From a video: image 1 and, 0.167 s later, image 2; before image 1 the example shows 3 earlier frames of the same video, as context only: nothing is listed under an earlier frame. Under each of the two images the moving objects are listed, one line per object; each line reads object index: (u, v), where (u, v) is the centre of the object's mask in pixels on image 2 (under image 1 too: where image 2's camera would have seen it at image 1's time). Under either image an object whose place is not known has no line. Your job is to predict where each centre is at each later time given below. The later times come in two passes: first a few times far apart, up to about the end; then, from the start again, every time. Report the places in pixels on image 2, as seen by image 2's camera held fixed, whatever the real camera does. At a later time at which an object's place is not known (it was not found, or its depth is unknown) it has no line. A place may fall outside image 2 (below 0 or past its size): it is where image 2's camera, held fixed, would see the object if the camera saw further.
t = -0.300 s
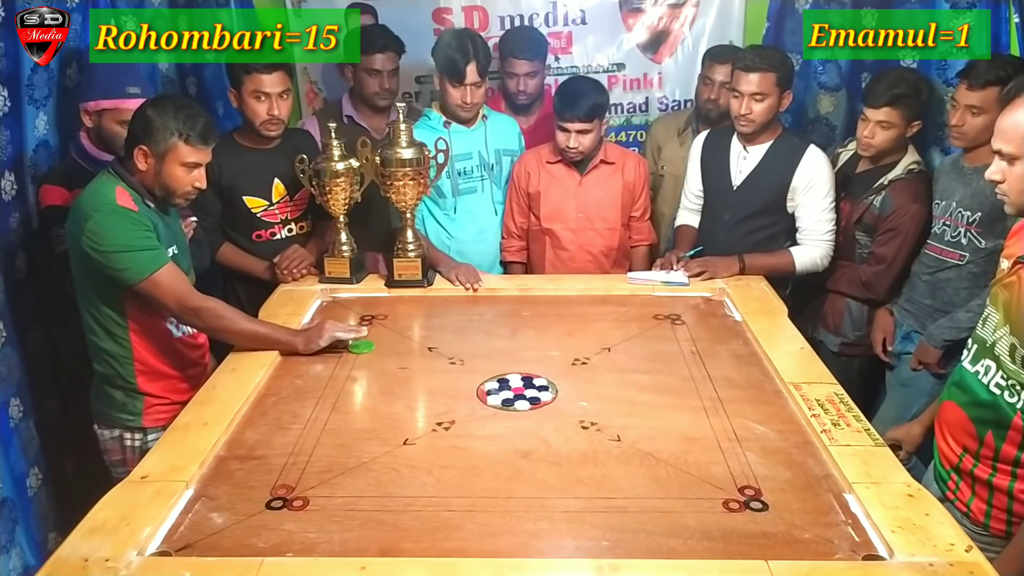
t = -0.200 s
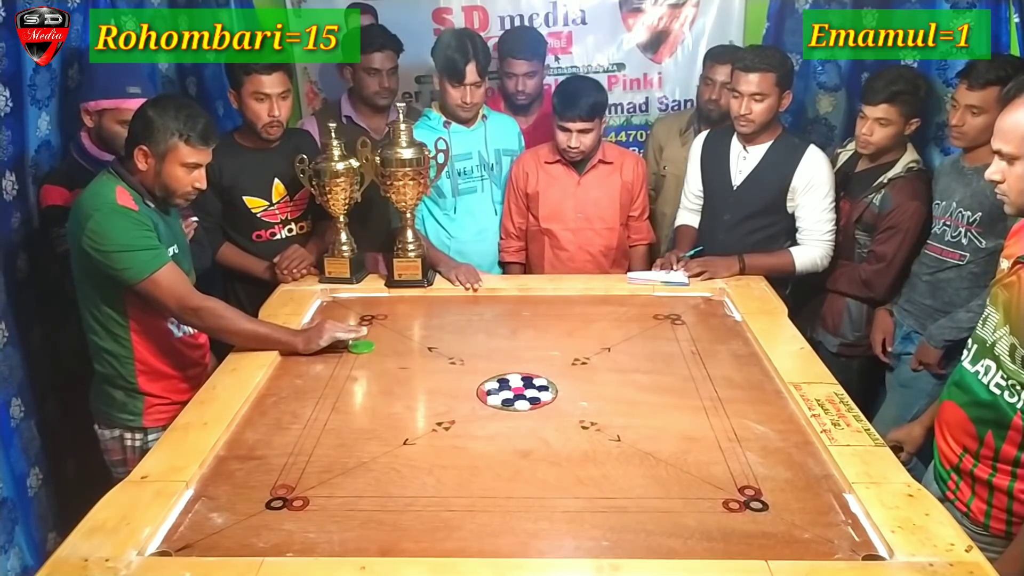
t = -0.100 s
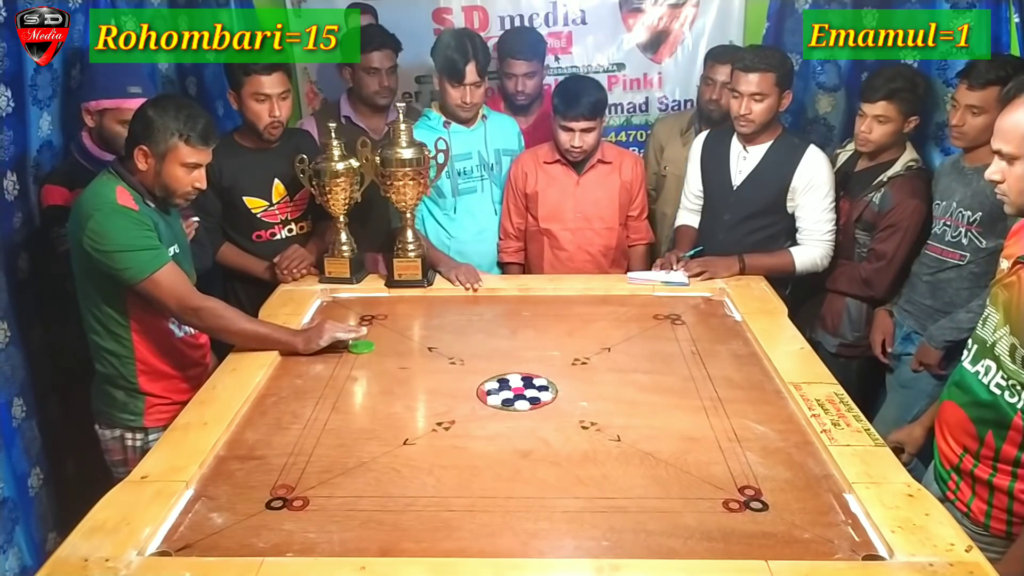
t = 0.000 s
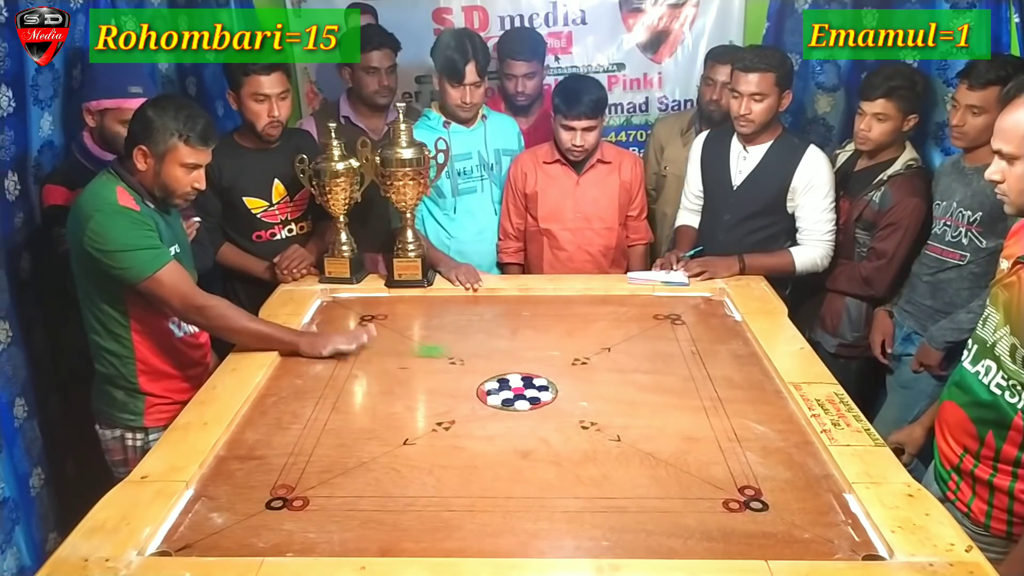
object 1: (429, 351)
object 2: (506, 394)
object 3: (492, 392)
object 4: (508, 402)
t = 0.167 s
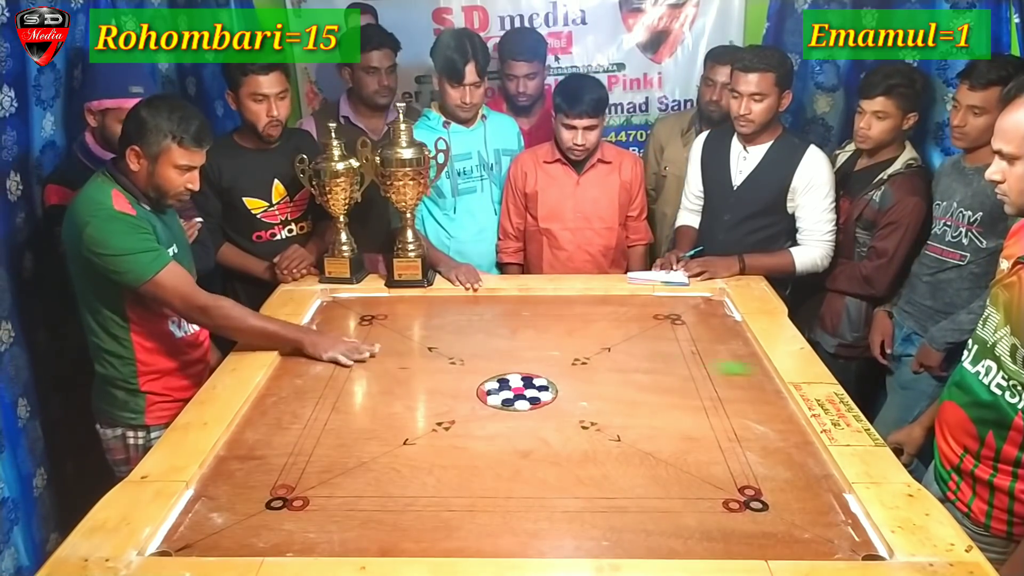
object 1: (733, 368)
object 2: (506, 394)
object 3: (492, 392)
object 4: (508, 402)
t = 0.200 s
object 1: (736, 371)
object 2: (506, 394)
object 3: (492, 392)
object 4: (508, 402)
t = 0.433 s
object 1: (543, 377)
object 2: (454, 408)
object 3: (436, 403)
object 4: (494, 424)
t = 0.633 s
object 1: (513, 371)
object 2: (322, 439)
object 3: (291, 429)
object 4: (459, 477)
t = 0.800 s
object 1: (505, 368)
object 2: (223, 460)
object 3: (258, 446)
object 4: (434, 511)
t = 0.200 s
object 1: (736, 371)
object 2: (506, 394)
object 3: (492, 392)
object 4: (508, 402)
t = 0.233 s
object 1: (698, 373)
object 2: (506, 394)
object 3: (492, 392)
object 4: (508, 402)
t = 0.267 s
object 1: (661, 375)
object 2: (506, 394)
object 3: (492, 392)
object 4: (508, 402)
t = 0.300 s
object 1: (624, 377)
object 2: (506, 394)
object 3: (492, 392)
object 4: (508, 402)
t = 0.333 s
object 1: (587, 378)
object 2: (506, 394)
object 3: (492, 392)
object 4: (508, 402)
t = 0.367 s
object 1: (559, 379)
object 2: (492, 400)
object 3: (484, 394)
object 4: (506, 405)
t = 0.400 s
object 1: (551, 378)
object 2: (477, 403)
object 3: (461, 398)
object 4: (500, 414)
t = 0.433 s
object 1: (543, 377)
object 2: (454, 408)
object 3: (436, 403)
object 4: (494, 424)
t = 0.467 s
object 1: (536, 376)
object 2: (432, 413)
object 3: (411, 408)
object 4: (488, 433)
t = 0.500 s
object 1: (530, 374)
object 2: (409, 419)
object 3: (387, 412)
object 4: (482, 442)
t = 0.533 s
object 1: (525, 373)
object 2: (386, 424)
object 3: (362, 416)
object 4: (476, 451)
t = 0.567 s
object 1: (520, 372)
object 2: (365, 429)
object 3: (338, 421)
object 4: (471, 460)
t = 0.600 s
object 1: (516, 371)
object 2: (343, 434)
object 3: (314, 425)
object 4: (465, 469)
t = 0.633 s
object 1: (513, 371)
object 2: (322, 439)
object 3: (291, 429)
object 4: (459, 477)
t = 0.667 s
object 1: (510, 370)
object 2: (301, 443)
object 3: (269, 432)
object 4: (453, 485)
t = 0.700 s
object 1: (508, 369)
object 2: (281, 448)
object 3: (246, 436)
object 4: (448, 493)
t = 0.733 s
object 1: (506, 369)
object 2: (261, 452)
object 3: (235, 440)
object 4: (443, 499)
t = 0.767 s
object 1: (505, 368)
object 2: (241, 456)
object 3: (247, 443)
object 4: (438, 506)
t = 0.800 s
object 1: (505, 368)
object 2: (223, 460)
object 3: (258, 446)
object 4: (434, 511)
